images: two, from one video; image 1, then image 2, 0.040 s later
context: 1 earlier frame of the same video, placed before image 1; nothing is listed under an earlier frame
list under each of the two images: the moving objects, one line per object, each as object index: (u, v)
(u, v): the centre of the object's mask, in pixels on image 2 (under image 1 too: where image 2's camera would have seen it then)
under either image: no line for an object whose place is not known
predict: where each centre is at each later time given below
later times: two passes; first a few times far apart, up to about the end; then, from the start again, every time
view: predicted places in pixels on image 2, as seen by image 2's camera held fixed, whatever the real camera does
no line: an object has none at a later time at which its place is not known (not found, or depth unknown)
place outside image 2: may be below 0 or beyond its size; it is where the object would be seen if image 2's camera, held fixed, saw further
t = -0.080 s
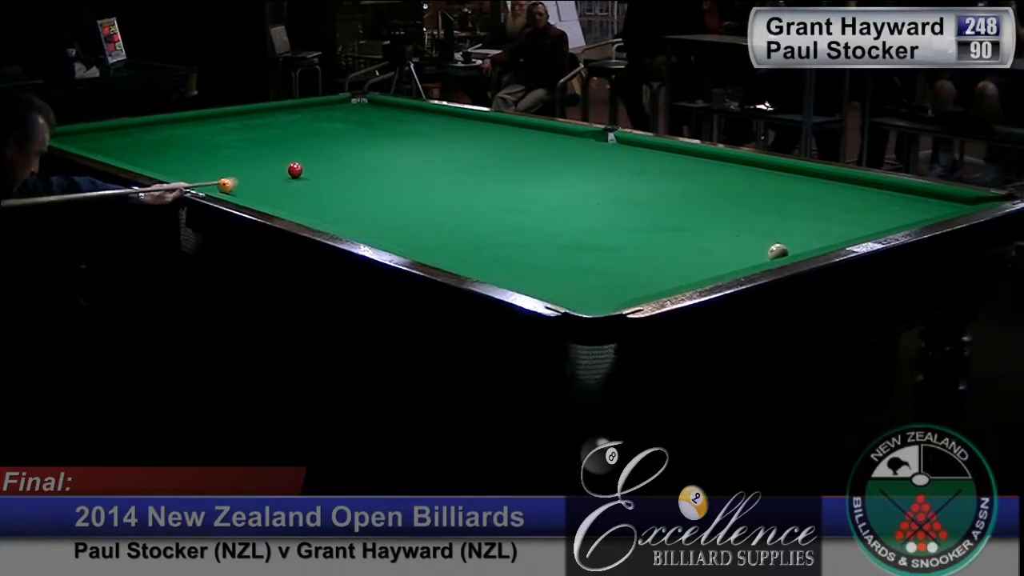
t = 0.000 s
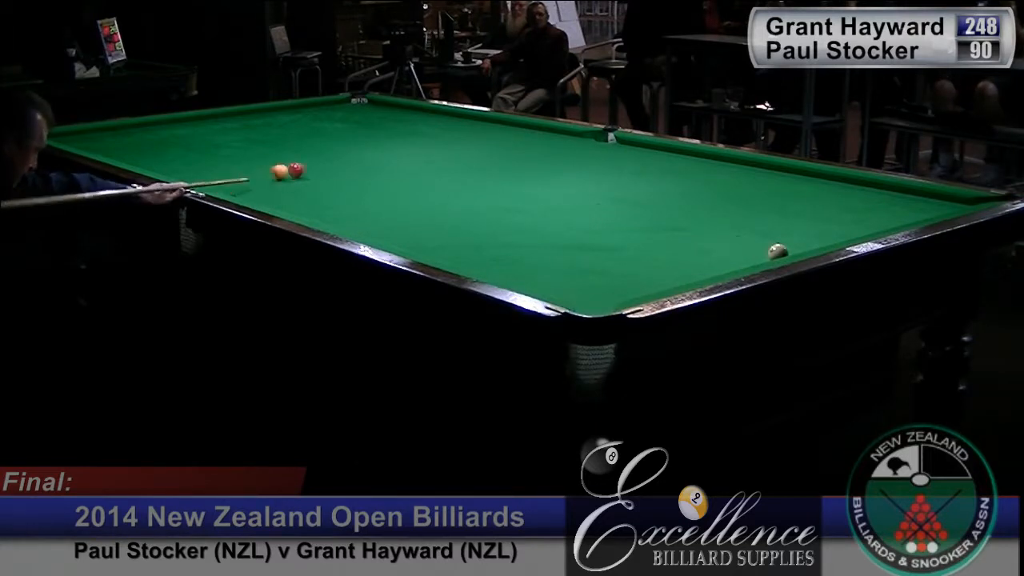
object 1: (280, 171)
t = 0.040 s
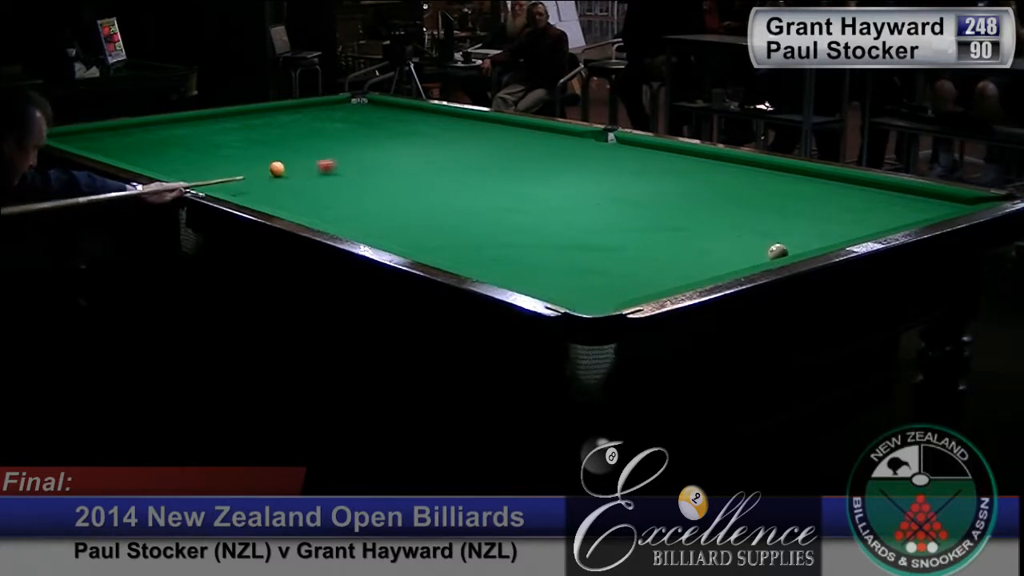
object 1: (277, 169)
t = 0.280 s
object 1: (271, 152)
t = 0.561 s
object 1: (287, 132)
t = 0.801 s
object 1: (299, 119)
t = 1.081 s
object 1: (312, 105)
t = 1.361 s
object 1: (358, 103)
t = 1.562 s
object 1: (390, 104)
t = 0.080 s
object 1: (273, 166)
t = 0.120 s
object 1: (271, 163)
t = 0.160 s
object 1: (269, 161)
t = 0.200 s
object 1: (269, 158)
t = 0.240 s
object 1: (269, 155)
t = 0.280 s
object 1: (271, 152)
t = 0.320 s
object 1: (273, 149)
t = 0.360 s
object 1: (275, 146)
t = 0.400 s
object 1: (278, 143)
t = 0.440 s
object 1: (280, 140)
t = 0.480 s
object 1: (282, 138)
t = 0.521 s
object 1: (285, 135)
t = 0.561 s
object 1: (287, 132)
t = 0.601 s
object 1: (289, 130)
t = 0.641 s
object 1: (291, 128)
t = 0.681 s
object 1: (293, 125)
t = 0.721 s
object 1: (295, 123)
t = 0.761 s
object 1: (297, 121)
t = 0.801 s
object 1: (299, 119)
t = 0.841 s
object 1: (301, 117)
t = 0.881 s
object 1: (303, 115)
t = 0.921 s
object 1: (305, 113)
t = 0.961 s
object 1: (307, 111)
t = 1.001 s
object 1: (308, 109)
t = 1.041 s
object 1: (310, 107)
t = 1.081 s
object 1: (312, 105)
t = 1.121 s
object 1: (313, 104)
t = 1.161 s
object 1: (318, 103)
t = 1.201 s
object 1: (327, 103)
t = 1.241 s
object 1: (335, 103)
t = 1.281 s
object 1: (343, 103)
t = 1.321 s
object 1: (351, 103)
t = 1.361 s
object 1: (358, 103)
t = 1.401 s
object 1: (366, 103)
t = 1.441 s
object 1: (374, 103)
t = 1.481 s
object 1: (381, 103)
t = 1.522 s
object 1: (389, 103)
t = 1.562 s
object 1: (390, 104)
